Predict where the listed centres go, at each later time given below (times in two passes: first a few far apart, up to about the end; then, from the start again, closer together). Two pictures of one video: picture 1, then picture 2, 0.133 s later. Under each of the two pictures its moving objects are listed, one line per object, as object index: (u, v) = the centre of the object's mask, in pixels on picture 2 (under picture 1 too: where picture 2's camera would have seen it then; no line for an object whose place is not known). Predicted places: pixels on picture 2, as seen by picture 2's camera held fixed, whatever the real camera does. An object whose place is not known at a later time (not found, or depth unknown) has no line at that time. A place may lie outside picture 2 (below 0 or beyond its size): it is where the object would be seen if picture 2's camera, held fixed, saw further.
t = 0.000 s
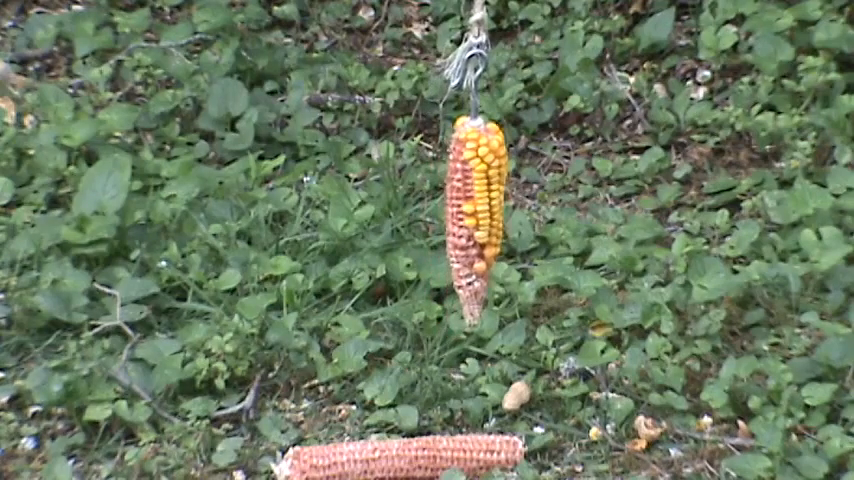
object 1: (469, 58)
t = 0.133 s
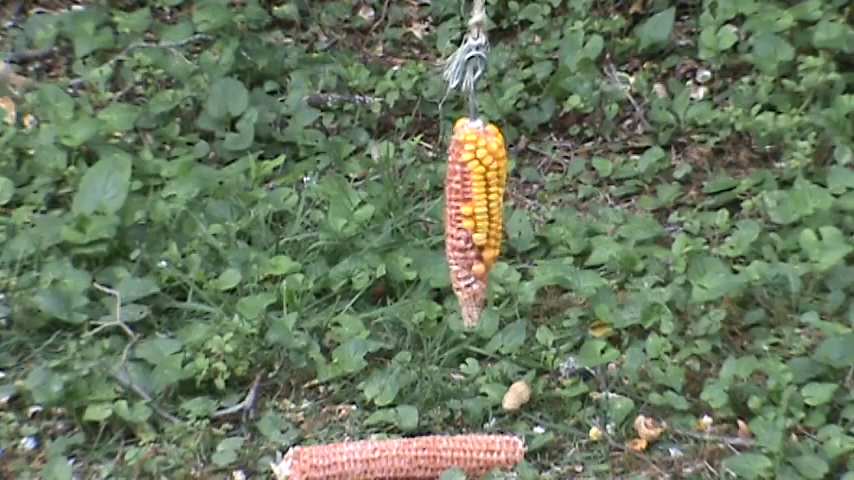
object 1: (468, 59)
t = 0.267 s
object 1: (466, 62)
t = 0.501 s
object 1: (458, 70)
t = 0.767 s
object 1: (444, 82)
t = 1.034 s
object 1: (431, 93)
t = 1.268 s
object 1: (422, 99)
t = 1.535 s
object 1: (421, 98)
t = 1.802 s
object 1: (428, 92)
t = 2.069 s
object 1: (440, 81)
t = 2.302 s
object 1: (453, 72)
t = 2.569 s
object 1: (465, 62)
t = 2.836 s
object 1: (472, 58)
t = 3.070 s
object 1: (471, 60)
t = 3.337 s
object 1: (465, 66)
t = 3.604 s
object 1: (453, 77)
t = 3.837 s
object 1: (442, 83)
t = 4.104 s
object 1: (432, 92)
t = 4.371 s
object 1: (424, 99)
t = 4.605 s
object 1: (425, 96)
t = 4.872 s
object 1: (435, 89)
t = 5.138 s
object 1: (445, 82)
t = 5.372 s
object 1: (456, 71)
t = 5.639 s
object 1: (464, 65)
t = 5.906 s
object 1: (466, 63)
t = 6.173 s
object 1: (462, 66)
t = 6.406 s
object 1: (452, 74)
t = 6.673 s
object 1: (436, 84)
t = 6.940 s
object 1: (421, 92)
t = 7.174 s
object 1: (410, 96)
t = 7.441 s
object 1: (407, 98)
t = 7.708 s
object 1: (411, 90)
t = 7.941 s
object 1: (422, 86)
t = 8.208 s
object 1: (437, 77)
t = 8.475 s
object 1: (452, 69)
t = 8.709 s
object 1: (460, 62)
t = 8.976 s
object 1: (463, 62)
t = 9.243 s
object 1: (457, 67)
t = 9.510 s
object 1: (443, 78)
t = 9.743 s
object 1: (427, 87)
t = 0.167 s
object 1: (468, 60)
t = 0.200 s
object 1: (467, 61)
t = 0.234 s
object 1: (467, 61)
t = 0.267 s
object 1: (466, 62)
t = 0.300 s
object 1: (465, 63)
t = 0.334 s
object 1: (464, 64)
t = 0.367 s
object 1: (463, 65)
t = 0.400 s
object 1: (462, 66)
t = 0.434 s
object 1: (460, 67)
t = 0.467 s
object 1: (460, 67)
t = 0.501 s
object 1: (458, 70)
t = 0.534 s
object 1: (456, 72)
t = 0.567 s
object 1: (455, 74)
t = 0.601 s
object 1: (453, 75)
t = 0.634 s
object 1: (451, 76)
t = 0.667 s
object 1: (449, 79)
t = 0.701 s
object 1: (448, 79)
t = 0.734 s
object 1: (446, 80)
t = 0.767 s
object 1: (444, 82)
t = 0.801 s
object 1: (442, 83)
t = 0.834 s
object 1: (440, 86)
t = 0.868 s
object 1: (439, 88)
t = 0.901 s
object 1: (436, 89)
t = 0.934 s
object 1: (435, 90)
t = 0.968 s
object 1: (434, 89)
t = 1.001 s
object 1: (432, 91)
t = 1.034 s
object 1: (431, 93)
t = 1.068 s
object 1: (429, 94)
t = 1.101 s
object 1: (428, 95)
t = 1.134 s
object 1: (426, 95)
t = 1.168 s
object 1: (424, 97)
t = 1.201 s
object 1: (423, 98)
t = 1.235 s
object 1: (423, 99)
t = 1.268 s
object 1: (422, 99)
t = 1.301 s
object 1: (421, 99)
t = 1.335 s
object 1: (421, 99)
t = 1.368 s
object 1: (421, 99)
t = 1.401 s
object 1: (420, 99)
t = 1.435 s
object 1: (420, 99)
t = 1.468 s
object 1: (420, 99)
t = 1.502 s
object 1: (421, 98)
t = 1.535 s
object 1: (421, 98)
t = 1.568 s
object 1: (421, 97)
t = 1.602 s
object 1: (422, 96)
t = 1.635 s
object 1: (422, 96)
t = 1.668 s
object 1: (423, 96)
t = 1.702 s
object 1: (424, 95)
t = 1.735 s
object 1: (425, 94)
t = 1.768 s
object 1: (426, 93)
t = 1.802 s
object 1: (428, 92)
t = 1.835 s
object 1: (429, 91)
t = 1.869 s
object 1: (431, 90)
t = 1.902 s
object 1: (432, 89)
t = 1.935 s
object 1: (433, 88)
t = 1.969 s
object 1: (435, 86)
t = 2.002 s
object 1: (437, 83)
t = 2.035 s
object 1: (438, 82)
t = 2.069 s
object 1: (440, 81)
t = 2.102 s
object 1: (442, 80)
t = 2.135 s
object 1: (444, 79)
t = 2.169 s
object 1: (446, 77)
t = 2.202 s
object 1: (447, 78)
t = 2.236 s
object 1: (449, 78)
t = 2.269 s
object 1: (451, 74)
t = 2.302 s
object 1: (453, 72)
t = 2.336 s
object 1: (455, 70)
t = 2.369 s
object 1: (457, 68)
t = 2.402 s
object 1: (458, 66)
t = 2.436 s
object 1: (460, 65)
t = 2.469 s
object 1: (461, 64)
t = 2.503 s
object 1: (462, 64)
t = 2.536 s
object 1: (464, 63)
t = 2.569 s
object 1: (465, 62)
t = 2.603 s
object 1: (467, 61)
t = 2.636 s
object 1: (468, 61)
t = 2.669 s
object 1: (469, 60)
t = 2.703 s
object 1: (470, 59)
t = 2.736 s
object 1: (470, 59)
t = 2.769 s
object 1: (471, 59)
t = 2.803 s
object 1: (471, 59)
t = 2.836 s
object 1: (472, 58)
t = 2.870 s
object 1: (472, 59)
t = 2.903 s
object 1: (472, 58)
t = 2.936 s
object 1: (472, 58)
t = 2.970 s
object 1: (472, 59)
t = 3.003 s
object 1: (472, 59)
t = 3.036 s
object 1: (472, 59)
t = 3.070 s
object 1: (471, 60)
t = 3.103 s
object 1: (471, 60)
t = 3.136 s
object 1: (470, 61)
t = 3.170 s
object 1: (470, 62)
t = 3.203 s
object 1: (469, 63)
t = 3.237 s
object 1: (468, 63)
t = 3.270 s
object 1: (468, 64)
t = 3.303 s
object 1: (467, 65)
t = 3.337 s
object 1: (465, 66)
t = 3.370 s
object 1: (464, 67)
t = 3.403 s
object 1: (463, 68)
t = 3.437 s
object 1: (461, 69)
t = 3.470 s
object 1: (460, 70)
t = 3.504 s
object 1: (458, 71)
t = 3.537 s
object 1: (457, 73)
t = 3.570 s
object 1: (455, 75)
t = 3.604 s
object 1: (453, 77)
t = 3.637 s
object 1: (451, 79)
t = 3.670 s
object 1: (449, 80)
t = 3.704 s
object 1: (448, 80)
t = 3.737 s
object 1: (446, 81)
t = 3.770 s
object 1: (445, 81)
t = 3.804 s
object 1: (444, 83)
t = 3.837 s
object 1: (442, 83)
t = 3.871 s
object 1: (440, 88)
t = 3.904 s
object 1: (438, 89)
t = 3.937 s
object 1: (436, 90)
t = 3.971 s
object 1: (435, 89)
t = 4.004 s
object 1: (434, 90)
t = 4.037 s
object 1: (433, 91)
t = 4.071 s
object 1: (432, 92)
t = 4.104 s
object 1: (432, 92)
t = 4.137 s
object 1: (430, 92)
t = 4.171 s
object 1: (430, 92)
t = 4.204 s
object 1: (429, 92)
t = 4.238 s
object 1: (426, 95)
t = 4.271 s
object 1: (426, 96)
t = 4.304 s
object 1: (425, 97)
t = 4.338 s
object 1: (424, 98)
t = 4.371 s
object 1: (424, 99)
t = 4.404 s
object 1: (424, 99)
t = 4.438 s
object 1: (424, 98)
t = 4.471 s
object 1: (424, 97)
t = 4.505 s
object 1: (424, 97)
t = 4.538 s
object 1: (424, 97)
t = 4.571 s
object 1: (425, 96)
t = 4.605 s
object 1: (425, 96)
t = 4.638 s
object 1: (426, 95)
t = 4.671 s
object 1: (427, 94)
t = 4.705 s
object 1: (428, 93)
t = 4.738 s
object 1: (429, 92)
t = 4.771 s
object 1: (430, 92)
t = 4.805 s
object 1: (432, 91)
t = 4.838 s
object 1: (433, 90)
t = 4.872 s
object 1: (435, 89)
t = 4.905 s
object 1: (435, 89)
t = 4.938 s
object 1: (436, 88)
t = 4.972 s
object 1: (438, 87)
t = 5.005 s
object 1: (439, 86)
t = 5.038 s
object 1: (440, 84)
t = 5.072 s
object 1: (442, 84)
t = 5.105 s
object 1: (443, 82)
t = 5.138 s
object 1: (445, 82)
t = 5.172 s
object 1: (447, 81)
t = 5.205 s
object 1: (449, 79)
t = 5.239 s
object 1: (450, 79)
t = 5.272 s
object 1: (451, 79)
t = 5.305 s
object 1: (453, 78)
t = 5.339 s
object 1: (455, 72)
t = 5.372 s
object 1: (456, 71)
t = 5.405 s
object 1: (457, 69)
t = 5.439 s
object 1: (458, 68)
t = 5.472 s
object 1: (459, 67)
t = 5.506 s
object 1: (461, 66)
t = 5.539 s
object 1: (462, 65)
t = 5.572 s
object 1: (463, 66)
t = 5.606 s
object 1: (463, 65)
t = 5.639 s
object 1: (464, 65)
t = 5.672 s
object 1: (464, 65)
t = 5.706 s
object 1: (465, 64)
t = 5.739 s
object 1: (466, 63)
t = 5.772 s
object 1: (466, 64)
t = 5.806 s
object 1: (466, 63)
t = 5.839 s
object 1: (466, 64)
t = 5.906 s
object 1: (466, 63)
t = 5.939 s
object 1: (466, 63)
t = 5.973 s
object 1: (466, 64)
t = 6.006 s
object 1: (465, 64)
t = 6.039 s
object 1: (465, 64)
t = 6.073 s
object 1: (465, 64)
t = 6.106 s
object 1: (464, 65)
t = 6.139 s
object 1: (463, 66)
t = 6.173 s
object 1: (462, 66)
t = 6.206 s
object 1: (460, 66)
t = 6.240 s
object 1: (460, 68)
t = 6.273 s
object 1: (459, 69)
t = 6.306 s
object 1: (457, 71)
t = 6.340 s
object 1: (455, 73)
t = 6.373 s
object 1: (453, 74)
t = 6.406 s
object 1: (452, 74)
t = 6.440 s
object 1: (450, 76)
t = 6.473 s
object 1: (448, 78)
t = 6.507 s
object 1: (447, 77)
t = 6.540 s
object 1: (445, 79)
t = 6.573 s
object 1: (443, 79)
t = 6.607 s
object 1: (440, 81)
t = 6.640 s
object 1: (438, 82)
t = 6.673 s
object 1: (436, 84)
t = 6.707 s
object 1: (435, 85)
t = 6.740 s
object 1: (433, 86)
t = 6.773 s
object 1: (432, 87)
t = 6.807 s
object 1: (431, 87)
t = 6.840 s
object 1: (429, 88)
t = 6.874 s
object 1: (425, 91)
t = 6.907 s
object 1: (423, 92)
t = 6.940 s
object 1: (421, 92)
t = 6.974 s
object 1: (420, 92)
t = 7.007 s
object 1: (418, 93)
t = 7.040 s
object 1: (417, 94)
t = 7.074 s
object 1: (415, 96)
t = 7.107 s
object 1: (413, 97)
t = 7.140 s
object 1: (411, 97)
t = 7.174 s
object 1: (410, 96)
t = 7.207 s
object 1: (410, 97)
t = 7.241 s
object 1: (409, 98)
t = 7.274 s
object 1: (408, 98)
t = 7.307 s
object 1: (408, 99)
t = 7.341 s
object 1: (407, 98)
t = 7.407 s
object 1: (407, 98)
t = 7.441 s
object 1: (407, 98)
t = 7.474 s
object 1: (407, 96)
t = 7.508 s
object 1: (407, 97)
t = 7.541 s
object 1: (407, 97)
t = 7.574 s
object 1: (408, 95)
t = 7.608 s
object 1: (409, 94)
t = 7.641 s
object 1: (409, 93)
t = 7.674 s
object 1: (410, 91)
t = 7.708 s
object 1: (411, 90)
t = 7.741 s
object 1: (412, 87)
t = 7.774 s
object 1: (414, 86)
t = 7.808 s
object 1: (415, 83)
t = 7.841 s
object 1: (417, 82)
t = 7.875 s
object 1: (419, 88)
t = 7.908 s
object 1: (421, 87)
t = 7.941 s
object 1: (422, 86)
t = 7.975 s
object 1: (424, 85)
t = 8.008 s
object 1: (426, 83)
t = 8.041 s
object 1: (428, 82)
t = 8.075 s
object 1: (430, 82)
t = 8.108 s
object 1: (432, 82)
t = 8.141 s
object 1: (434, 80)
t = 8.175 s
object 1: (436, 79)
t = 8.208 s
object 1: (437, 77)
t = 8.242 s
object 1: (439, 76)
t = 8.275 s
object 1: (441, 75)
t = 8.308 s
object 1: (443, 74)
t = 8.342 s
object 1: (445, 74)
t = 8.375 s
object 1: (446, 74)
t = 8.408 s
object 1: (448, 74)
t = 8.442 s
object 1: (450, 72)
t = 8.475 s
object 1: (452, 69)
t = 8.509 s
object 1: (453, 68)
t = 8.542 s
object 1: (455, 66)
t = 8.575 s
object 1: (456, 66)
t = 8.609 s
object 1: (458, 64)
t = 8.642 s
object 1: (458, 64)
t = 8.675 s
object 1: (459, 64)
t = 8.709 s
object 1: (460, 62)
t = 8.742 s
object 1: (461, 63)
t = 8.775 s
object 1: (461, 63)
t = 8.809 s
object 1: (462, 63)
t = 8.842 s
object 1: (463, 62)
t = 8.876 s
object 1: (463, 62)
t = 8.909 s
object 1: (463, 62)
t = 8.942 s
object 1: (463, 62)
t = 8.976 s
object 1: (463, 62)
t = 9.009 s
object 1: (462, 62)
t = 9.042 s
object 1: (461, 62)
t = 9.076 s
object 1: (461, 62)
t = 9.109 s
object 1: (460, 63)
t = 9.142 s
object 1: (460, 64)
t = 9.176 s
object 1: (459, 65)
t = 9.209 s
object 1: (458, 65)
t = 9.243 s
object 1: (457, 67)
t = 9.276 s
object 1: (456, 68)
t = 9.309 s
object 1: (455, 69)
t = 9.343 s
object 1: (452, 71)
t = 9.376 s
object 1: (450, 72)
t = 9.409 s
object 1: (449, 74)
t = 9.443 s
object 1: (447, 76)
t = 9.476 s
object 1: (445, 76)
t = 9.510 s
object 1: (443, 78)
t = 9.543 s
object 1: (440, 80)
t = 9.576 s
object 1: (439, 82)
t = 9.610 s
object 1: (436, 84)
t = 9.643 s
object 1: (434, 84)
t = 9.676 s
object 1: (432, 85)
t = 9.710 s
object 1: (430, 85)
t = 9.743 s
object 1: (427, 87)
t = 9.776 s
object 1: (425, 87)
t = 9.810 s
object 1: (422, 89)
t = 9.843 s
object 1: (420, 90)
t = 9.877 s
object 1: (418, 91)
